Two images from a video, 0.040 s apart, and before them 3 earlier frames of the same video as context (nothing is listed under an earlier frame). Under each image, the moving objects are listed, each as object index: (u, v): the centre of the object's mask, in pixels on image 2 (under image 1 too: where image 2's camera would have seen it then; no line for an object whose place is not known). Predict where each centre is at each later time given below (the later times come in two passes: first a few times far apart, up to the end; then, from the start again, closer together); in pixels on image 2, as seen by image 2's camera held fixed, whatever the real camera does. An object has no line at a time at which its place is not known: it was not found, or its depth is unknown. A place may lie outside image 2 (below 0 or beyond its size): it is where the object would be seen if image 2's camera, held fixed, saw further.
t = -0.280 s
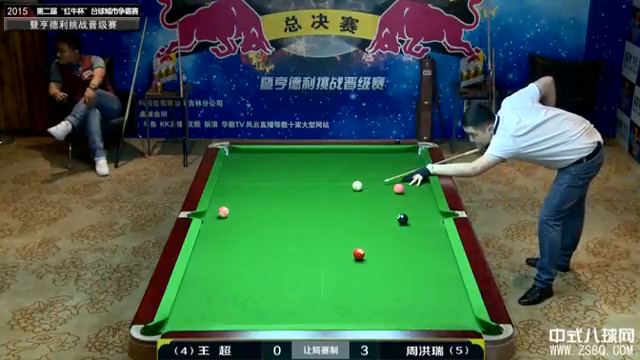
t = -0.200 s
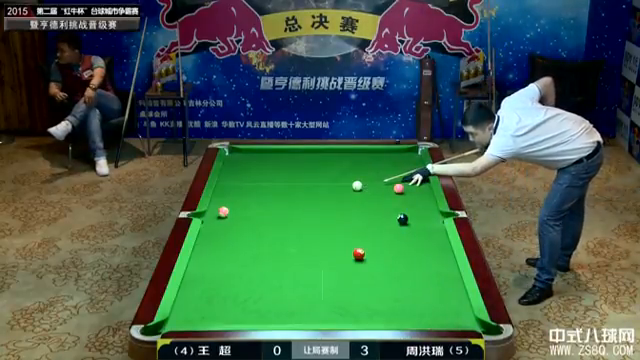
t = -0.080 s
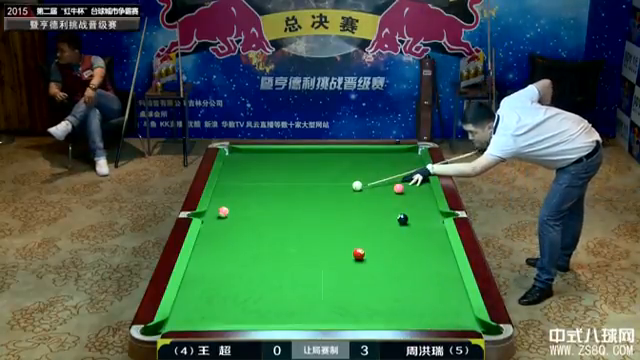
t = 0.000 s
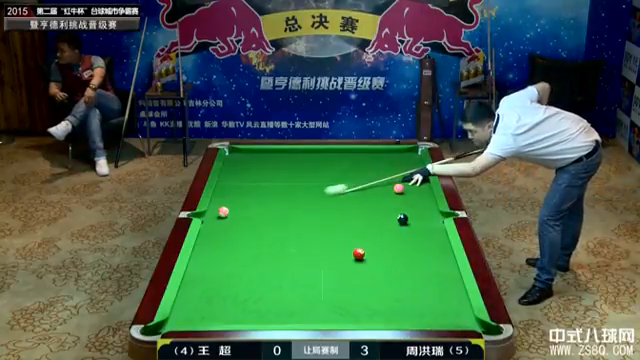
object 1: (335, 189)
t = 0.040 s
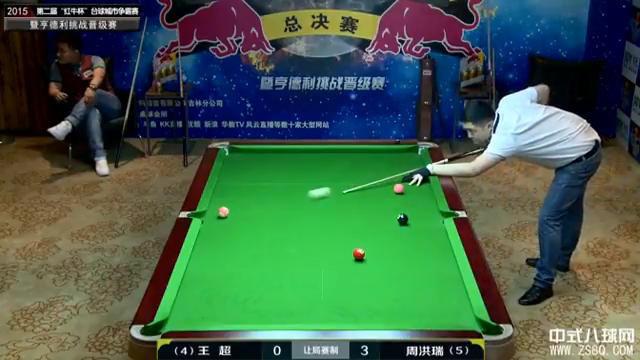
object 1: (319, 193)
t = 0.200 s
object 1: (255, 206)
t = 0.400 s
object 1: (237, 211)
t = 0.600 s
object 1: (245, 211)
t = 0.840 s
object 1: (254, 210)
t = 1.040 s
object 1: (261, 210)
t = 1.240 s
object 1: (267, 210)
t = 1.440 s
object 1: (272, 210)
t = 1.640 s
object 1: (277, 209)
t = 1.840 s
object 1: (281, 209)
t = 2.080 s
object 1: (285, 209)
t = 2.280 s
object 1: (287, 209)
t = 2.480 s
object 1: (289, 209)
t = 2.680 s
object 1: (291, 209)
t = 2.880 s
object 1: (291, 209)
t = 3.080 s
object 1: (291, 209)
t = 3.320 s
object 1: (291, 209)
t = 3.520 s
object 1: (291, 209)
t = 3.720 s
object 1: (291, 209)
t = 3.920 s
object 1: (291, 209)
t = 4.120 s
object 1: (291, 209)
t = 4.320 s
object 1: (291, 209)
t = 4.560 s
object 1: (291, 209)
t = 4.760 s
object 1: (291, 209)
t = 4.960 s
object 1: (291, 209)
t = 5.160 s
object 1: (291, 209)
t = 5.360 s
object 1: (291, 209)
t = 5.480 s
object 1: (288, 207)
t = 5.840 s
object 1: (291, 208)
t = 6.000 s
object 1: (291, 209)
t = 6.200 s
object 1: (291, 209)
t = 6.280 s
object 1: (291, 209)
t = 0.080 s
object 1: (303, 196)
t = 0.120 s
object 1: (287, 199)
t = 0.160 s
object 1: (270, 203)
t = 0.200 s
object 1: (255, 206)
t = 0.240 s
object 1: (240, 209)
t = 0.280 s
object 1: (233, 210)
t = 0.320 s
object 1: (234, 211)
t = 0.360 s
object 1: (235, 211)
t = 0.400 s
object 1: (237, 211)
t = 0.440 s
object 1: (238, 211)
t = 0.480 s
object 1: (240, 211)
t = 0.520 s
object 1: (242, 211)
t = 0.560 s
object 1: (243, 211)
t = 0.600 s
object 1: (245, 211)
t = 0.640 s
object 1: (247, 211)
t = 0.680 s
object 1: (248, 210)
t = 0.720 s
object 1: (249, 211)
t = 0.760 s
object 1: (251, 210)
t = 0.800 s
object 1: (253, 210)
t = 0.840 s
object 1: (254, 210)
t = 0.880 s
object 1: (256, 210)
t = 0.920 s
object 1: (257, 210)
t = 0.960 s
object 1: (258, 210)
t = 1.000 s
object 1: (260, 210)
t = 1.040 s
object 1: (261, 210)
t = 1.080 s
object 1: (262, 210)
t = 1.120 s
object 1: (264, 210)
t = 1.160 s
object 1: (265, 210)
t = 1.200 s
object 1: (266, 210)
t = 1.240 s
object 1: (267, 210)
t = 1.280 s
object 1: (268, 210)
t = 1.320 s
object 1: (269, 210)
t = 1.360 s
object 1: (270, 210)
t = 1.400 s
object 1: (271, 209)
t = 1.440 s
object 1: (272, 210)
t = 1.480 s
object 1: (273, 210)
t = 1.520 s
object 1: (274, 210)
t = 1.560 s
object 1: (275, 209)
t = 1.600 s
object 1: (276, 209)
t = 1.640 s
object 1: (277, 209)
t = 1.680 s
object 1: (278, 209)
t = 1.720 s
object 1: (279, 210)
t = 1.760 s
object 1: (280, 209)
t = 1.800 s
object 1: (280, 209)
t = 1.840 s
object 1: (281, 209)
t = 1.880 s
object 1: (282, 209)
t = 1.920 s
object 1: (283, 209)
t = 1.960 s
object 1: (283, 209)
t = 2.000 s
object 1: (284, 209)
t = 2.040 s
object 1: (284, 209)
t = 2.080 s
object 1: (285, 209)
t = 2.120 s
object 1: (285, 209)
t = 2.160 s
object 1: (286, 209)
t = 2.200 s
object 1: (286, 209)
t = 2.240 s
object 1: (287, 209)
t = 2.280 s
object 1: (287, 209)
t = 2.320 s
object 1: (288, 209)
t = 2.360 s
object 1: (288, 209)
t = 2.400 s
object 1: (288, 209)
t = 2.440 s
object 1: (289, 209)
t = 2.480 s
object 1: (289, 209)
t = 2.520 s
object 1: (290, 209)
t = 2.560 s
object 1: (290, 209)
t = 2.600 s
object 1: (290, 209)
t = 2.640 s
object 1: (290, 209)
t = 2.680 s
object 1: (291, 209)
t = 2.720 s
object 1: (291, 209)
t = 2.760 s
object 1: (291, 209)
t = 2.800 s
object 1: (291, 209)
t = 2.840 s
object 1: (291, 209)
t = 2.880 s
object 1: (291, 209)
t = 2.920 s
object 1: (291, 209)
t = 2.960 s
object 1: (291, 209)
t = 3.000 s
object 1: (291, 209)
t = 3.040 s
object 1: (291, 209)
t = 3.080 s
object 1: (291, 209)
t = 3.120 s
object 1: (291, 209)
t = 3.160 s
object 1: (291, 209)
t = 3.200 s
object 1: (291, 209)
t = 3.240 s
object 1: (291, 209)
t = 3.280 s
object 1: (291, 209)
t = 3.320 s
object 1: (291, 209)
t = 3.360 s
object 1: (291, 209)
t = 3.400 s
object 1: (291, 209)
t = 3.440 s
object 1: (291, 209)
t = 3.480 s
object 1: (291, 209)
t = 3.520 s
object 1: (291, 209)
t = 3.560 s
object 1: (291, 209)
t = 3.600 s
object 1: (291, 209)
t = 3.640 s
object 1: (291, 209)
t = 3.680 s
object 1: (291, 209)
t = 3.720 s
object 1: (291, 209)
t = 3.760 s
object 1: (291, 209)
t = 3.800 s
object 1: (291, 209)
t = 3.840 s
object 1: (291, 209)
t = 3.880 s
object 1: (291, 209)
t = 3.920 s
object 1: (291, 209)
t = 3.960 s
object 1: (291, 209)
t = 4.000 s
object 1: (291, 209)
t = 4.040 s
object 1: (291, 209)
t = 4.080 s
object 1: (291, 209)
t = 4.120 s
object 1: (291, 209)
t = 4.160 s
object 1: (291, 209)
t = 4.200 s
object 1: (291, 209)
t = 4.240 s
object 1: (291, 209)
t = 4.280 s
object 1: (291, 209)
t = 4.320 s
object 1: (291, 209)
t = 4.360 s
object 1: (291, 209)
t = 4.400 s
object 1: (291, 209)
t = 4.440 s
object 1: (291, 209)
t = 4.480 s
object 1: (291, 209)
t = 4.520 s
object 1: (291, 209)
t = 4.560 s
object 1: (291, 209)
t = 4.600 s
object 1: (291, 209)
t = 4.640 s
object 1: (291, 209)
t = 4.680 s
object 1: (291, 209)
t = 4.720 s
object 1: (291, 209)
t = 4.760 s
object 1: (291, 209)
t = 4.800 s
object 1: (291, 209)
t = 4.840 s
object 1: (291, 209)
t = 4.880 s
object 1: (291, 209)
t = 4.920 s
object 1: (291, 209)
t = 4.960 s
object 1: (291, 209)
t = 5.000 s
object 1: (291, 209)
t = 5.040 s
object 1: (291, 209)
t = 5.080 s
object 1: (291, 209)
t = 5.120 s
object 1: (291, 209)
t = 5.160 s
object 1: (291, 209)
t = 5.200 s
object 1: (291, 209)
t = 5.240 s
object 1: (291, 209)
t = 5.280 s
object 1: (291, 209)
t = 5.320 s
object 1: (291, 209)
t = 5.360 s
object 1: (291, 209)
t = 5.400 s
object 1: (291, 209)
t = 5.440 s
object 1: (290, 208)
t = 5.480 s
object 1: (288, 207)
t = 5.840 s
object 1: (291, 208)
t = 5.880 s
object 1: (291, 209)
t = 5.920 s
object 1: (291, 209)
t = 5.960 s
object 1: (291, 209)
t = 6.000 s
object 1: (291, 209)
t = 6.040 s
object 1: (291, 209)
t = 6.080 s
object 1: (291, 209)
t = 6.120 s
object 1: (291, 209)
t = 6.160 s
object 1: (291, 209)
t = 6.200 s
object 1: (291, 209)
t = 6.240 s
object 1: (291, 209)
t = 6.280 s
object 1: (291, 209)
